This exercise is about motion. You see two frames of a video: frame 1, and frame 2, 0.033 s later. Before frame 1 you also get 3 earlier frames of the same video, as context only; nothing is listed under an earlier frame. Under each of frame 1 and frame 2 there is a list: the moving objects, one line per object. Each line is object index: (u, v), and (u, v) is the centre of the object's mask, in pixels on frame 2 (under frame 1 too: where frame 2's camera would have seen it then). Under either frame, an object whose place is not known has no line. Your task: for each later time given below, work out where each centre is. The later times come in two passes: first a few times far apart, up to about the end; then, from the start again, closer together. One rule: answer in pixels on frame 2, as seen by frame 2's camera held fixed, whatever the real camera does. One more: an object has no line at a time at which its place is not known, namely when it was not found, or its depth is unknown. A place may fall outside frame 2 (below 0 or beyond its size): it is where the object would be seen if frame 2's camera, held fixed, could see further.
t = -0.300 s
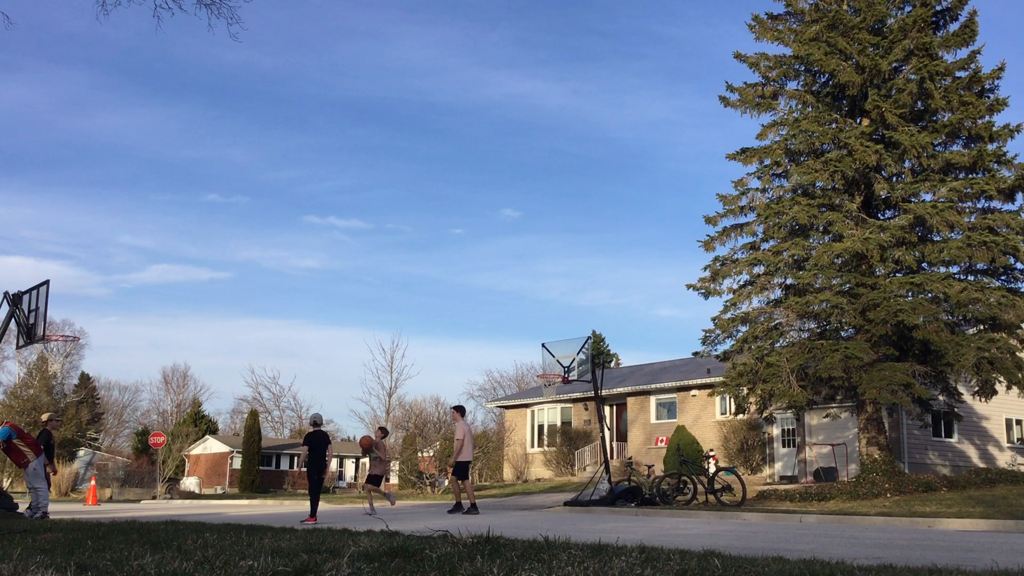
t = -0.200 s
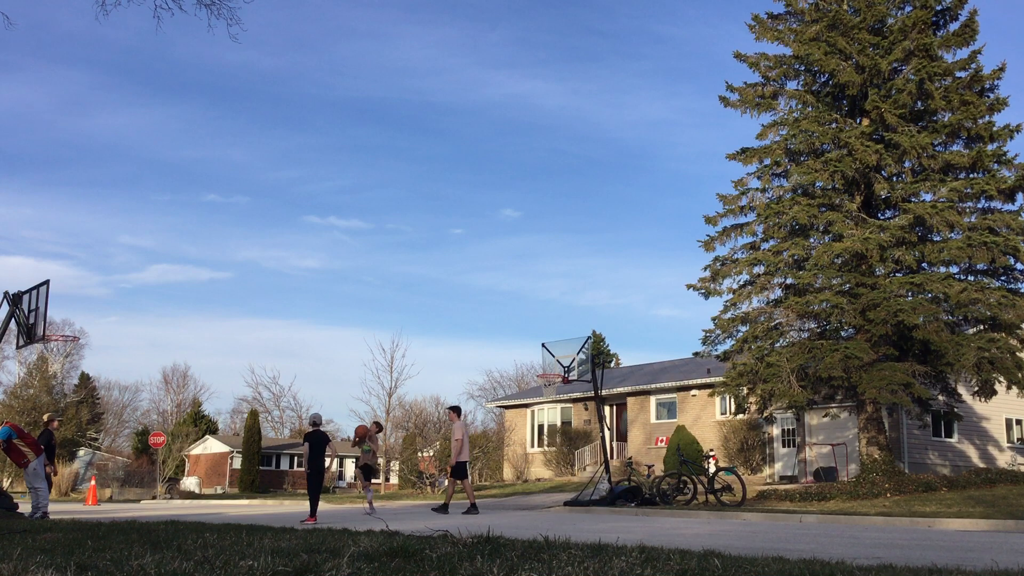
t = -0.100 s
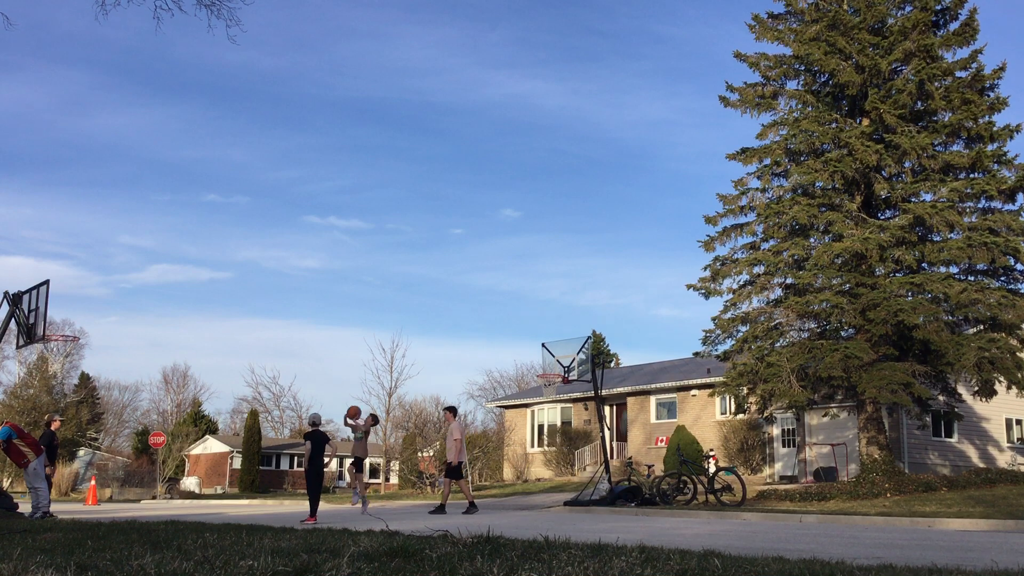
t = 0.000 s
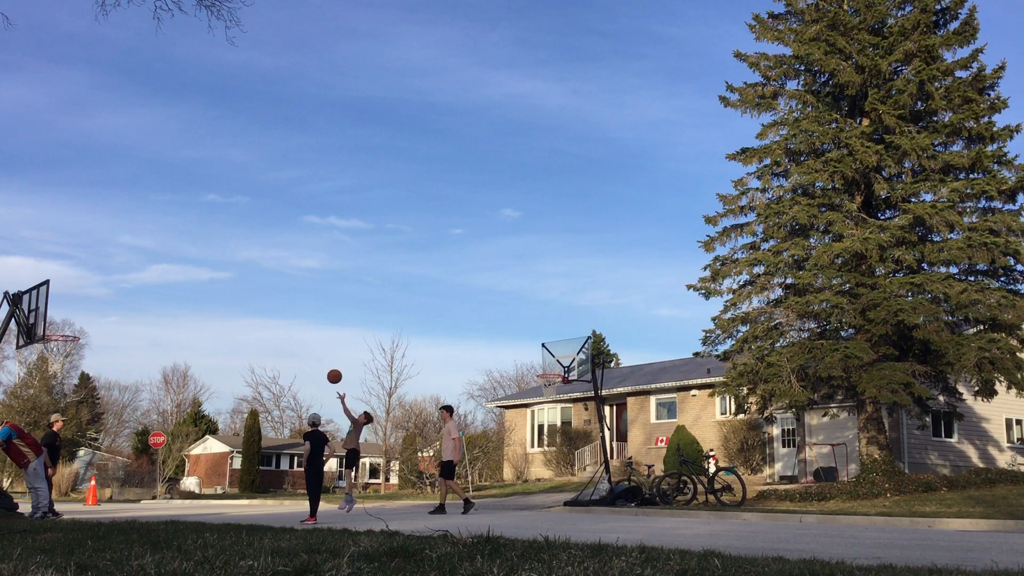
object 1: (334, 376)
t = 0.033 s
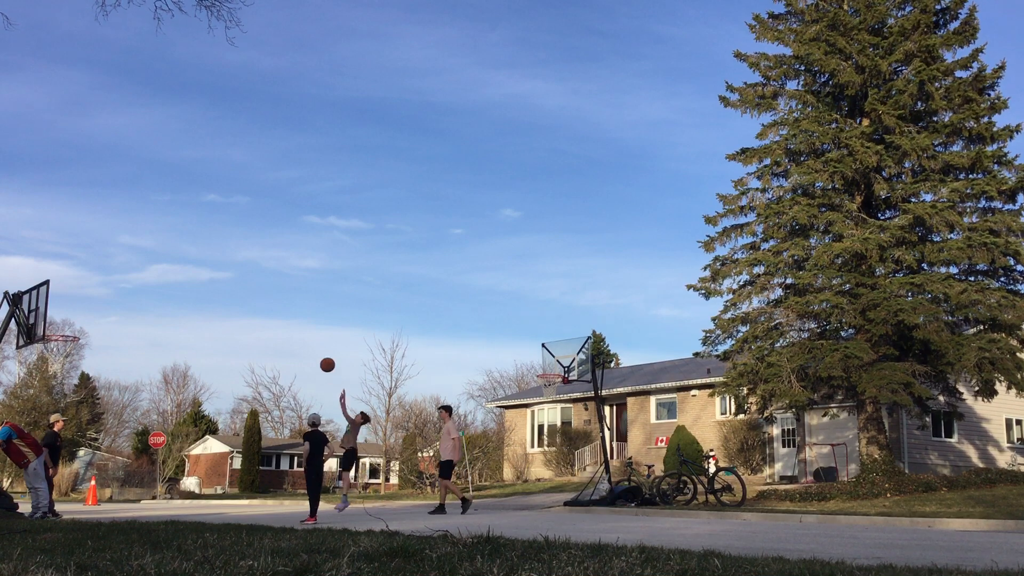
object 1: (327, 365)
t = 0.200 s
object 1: (291, 315)
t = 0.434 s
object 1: (235, 270)
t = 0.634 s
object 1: (182, 256)
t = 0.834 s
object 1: (122, 267)
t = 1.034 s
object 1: (56, 308)
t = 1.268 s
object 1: (76, 324)
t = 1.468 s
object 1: (84, 320)
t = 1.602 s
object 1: (88, 332)
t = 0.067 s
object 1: (320, 354)
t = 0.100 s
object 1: (313, 343)
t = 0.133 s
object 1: (306, 333)
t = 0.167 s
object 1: (298, 324)
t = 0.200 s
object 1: (291, 315)
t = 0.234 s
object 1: (283, 307)
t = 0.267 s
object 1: (276, 299)
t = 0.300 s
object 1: (268, 292)
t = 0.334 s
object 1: (260, 286)
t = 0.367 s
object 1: (252, 280)
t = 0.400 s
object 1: (244, 274)
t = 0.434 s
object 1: (235, 270)
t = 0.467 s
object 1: (227, 266)
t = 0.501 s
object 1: (218, 263)
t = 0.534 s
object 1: (209, 260)
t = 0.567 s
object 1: (201, 258)
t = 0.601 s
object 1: (191, 257)
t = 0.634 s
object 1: (182, 256)
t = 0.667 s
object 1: (173, 256)
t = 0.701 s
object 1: (163, 257)
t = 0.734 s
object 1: (153, 258)
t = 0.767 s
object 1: (143, 261)
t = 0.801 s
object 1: (133, 263)
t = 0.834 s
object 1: (122, 267)
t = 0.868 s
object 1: (112, 272)
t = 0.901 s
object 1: (101, 277)
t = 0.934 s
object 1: (90, 284)
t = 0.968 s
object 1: (79, 291)
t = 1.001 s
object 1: (67, 299)
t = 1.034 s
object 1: (56, 308)
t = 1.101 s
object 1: (52, 326)
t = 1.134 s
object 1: (59, 330)
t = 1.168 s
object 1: (68, 332)
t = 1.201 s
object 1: (73, 331)
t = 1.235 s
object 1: (75, 327)
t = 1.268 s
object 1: (76, 324)
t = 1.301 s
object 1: (78, 321)
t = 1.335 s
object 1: (79, 319)
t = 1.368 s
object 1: (81, 318)
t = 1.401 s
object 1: (82, 318)
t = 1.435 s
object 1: (83, 319)
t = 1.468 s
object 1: (84, 320)
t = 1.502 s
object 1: (86, 322)
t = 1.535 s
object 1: (86, 325)
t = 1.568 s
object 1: (87, 328)
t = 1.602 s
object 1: (88, 332)
